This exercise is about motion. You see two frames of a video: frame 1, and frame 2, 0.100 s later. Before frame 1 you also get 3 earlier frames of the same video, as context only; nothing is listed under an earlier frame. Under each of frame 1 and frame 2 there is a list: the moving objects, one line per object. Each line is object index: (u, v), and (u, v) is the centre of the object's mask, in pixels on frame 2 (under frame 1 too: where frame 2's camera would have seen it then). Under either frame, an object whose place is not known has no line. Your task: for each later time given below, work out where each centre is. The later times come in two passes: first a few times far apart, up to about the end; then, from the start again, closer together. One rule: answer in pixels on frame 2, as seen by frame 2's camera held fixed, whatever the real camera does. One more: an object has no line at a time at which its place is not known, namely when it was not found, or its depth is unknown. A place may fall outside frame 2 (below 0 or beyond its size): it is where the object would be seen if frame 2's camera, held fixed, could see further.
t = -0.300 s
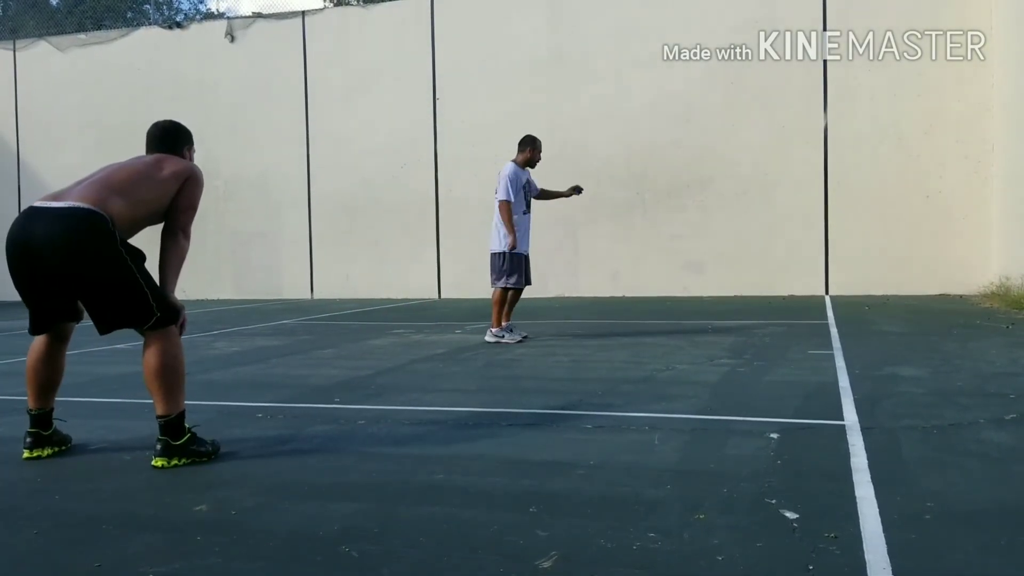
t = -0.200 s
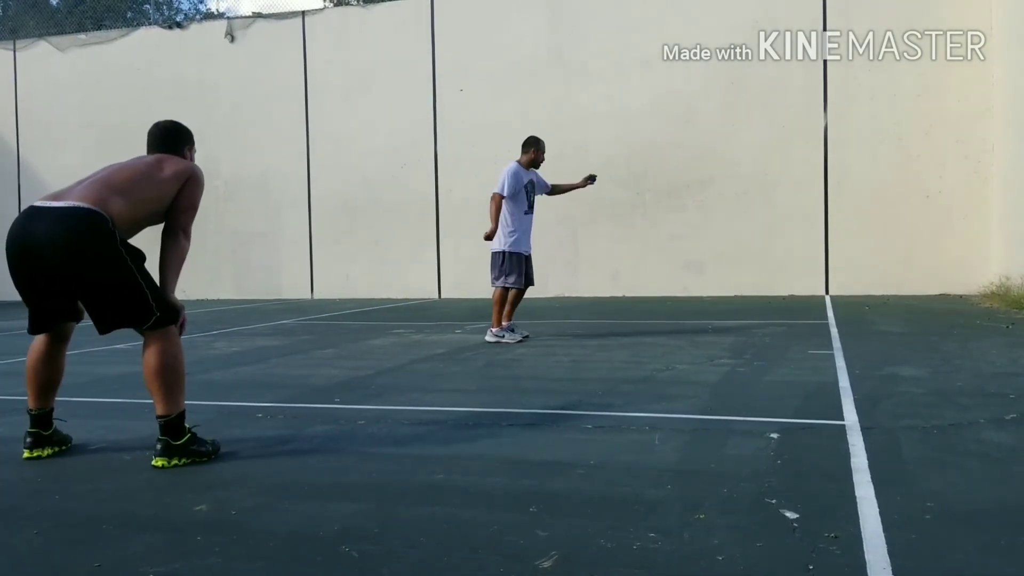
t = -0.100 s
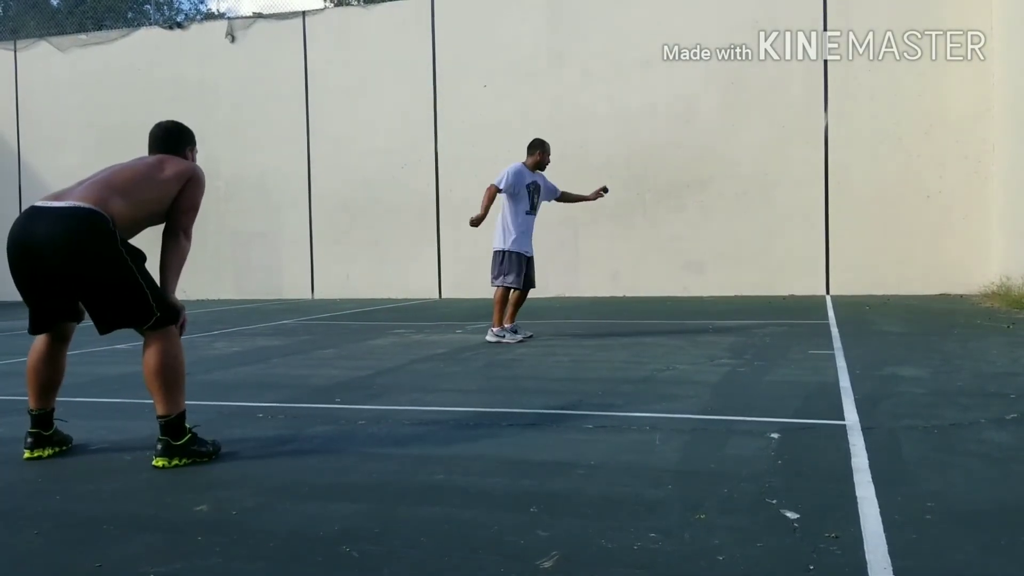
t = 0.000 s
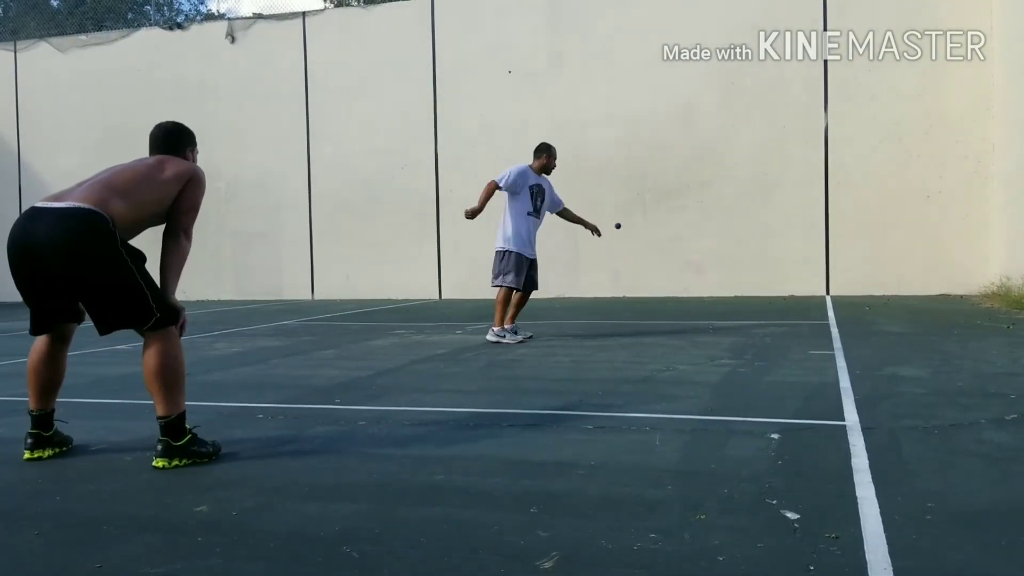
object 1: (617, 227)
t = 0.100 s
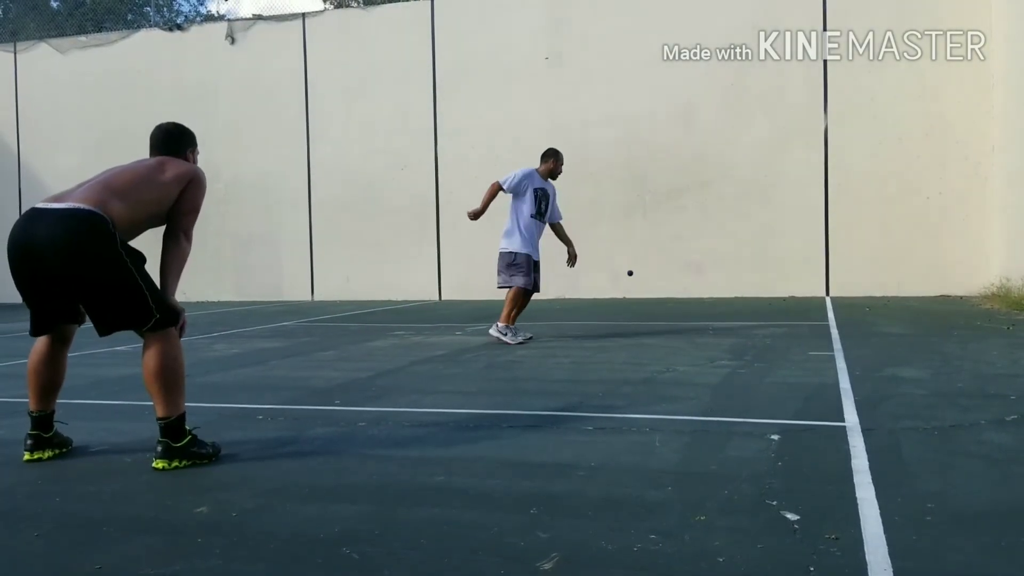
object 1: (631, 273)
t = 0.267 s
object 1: (643, 296)
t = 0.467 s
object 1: (647, 226)
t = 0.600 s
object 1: (651, 202)
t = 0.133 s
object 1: (634, 291)
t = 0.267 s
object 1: (643, 296)
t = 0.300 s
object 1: (644, 282)
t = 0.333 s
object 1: (645, 268)
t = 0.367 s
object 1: (645, 256)
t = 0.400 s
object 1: (646, 245)
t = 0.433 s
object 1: (646, 234)
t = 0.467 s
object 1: (647, 226)
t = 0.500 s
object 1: (648, 218)
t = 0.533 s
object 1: (649, 211)
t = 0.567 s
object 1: (650, 206)
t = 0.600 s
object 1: (651, 202)
